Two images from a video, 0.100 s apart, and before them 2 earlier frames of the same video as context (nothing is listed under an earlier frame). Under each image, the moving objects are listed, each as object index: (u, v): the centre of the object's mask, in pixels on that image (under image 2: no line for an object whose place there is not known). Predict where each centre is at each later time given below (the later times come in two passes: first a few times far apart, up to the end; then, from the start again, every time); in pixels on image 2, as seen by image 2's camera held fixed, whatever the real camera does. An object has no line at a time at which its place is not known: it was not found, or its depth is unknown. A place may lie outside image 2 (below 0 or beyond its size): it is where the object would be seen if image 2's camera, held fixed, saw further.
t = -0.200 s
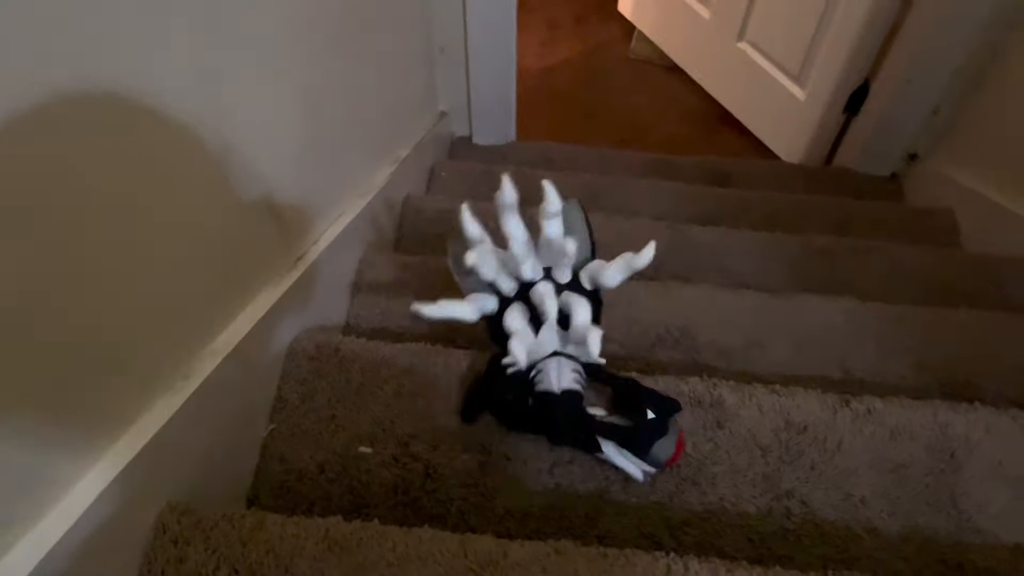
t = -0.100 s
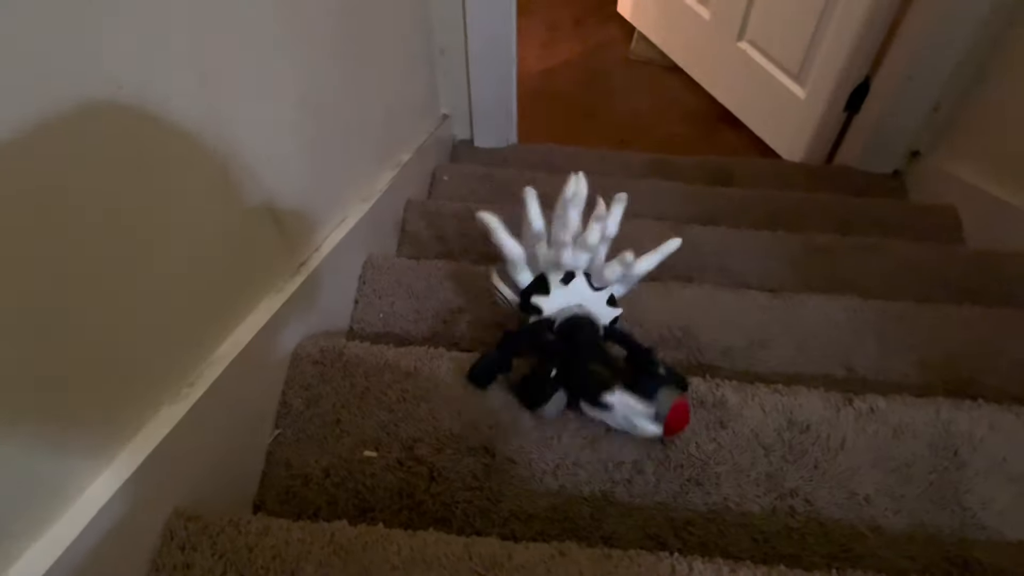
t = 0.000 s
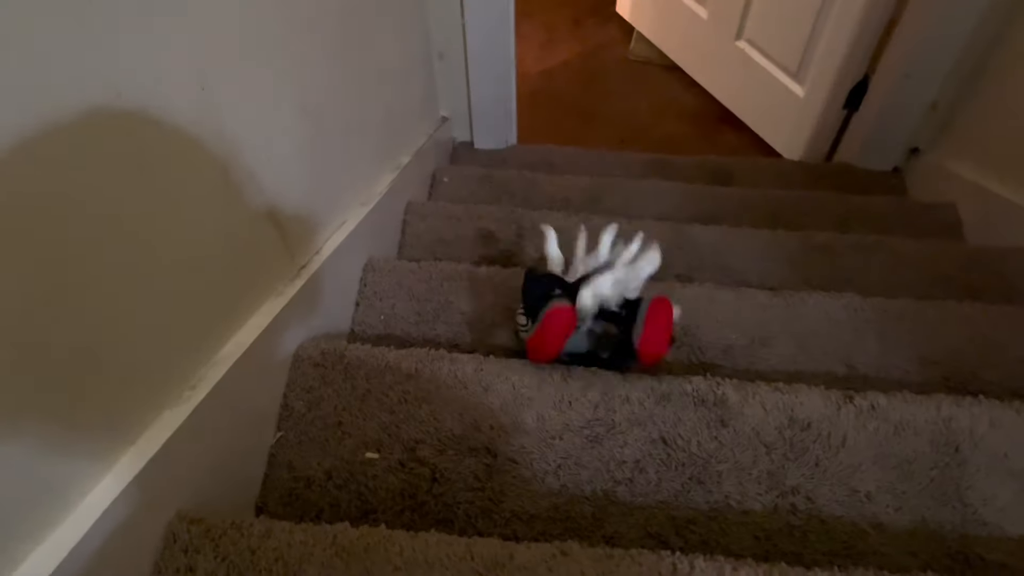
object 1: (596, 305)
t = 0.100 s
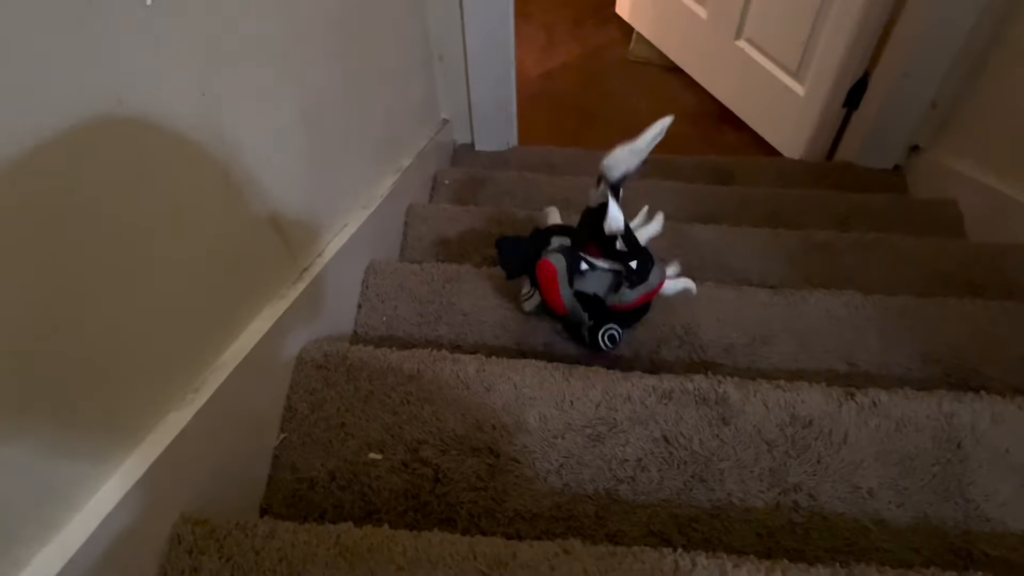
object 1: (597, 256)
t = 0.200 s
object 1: (600, 224)
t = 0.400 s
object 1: (593, 206)
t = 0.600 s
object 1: (575, 213)
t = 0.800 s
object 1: (545, 167)
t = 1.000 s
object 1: (531, 140)
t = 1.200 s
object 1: (526, 130)
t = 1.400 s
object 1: (558, 125)
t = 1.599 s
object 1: (572, 121)
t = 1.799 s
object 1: (592, 92)
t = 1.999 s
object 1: (593, 82)
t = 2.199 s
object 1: (586, 79)
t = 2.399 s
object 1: (583, 78)
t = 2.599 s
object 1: (582, 78)
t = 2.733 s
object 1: (581, 78)
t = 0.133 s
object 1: (597, 241)
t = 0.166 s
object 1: (598, 231)
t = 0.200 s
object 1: (600, 224)
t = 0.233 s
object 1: (601, 218)
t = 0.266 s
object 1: (603, 214)
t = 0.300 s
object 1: (601, 212)
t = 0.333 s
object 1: (598, 211)
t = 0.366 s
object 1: (595, 210)
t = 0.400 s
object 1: (593, 206)
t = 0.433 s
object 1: (590, 206)
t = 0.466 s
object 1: (586, 207)
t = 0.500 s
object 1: (587, 205)
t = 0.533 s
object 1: (586, 207)
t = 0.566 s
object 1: (583, 211)
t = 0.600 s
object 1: (575, 213)
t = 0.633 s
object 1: (570, 214)
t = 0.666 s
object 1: (567, 208)
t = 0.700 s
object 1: (564, 199)
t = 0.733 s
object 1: (559, 187)
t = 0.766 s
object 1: (551, 174)
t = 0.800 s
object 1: (545, 167)
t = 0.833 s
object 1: (539, 163)
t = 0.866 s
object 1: (535, 159)
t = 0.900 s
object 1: (533, 159)
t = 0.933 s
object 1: (532, 159)
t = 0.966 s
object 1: (531, 152)
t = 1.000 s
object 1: (531, 140)
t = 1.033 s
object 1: (533, 133)
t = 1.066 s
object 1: (535, 126)
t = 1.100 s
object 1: (534, 122)
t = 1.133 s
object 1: (531, 125)
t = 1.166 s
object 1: (527, 128)
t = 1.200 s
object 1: (526, 130)
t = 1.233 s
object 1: (528, 133)
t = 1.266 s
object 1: (535, 130)
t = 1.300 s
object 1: (543, 130)
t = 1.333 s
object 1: (549, 130)
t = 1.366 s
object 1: (555, 129)
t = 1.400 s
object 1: (558, 125)
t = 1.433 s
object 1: (560, 122)
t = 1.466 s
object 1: (561, 117)
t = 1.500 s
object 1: (562, 115)
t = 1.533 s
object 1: (564, 116)
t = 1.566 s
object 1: (567, 119)
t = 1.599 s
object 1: (572, 121)
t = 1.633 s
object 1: (576, 120)
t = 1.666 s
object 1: (581, 118)
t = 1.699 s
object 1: (582, 112)
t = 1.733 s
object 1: (587, 104)
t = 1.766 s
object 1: (592, 94)
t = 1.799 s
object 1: (592, 92)
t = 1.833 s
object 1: (592, 89)
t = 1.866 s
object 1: (591, 86)
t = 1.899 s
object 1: (592, 84)
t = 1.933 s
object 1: (594, 84)
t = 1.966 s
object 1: (594, 82)
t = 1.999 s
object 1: (593, 82)
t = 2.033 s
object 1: (591, 81)
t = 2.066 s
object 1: (590, 81)
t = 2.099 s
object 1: (589, 80)
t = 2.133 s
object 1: (588, 80)
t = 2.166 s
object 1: (587, 79)
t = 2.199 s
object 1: (586, 79)
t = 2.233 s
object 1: (585, 79)
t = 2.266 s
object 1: (585, 79)
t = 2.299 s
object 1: (584, 79)
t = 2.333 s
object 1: (584, 78)
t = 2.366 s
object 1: (583, 78)
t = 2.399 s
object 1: (583, 78)
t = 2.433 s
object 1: (583, 78)
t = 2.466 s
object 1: (582, 78)
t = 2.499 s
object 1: (582, 78)
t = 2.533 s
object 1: (582, 78)
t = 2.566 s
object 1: (582, 78)
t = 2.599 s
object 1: (582, 78)
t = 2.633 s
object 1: (582, 78)
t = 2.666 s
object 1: (582, 78)
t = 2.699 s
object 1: (582, 79)
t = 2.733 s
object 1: (581, 78)
